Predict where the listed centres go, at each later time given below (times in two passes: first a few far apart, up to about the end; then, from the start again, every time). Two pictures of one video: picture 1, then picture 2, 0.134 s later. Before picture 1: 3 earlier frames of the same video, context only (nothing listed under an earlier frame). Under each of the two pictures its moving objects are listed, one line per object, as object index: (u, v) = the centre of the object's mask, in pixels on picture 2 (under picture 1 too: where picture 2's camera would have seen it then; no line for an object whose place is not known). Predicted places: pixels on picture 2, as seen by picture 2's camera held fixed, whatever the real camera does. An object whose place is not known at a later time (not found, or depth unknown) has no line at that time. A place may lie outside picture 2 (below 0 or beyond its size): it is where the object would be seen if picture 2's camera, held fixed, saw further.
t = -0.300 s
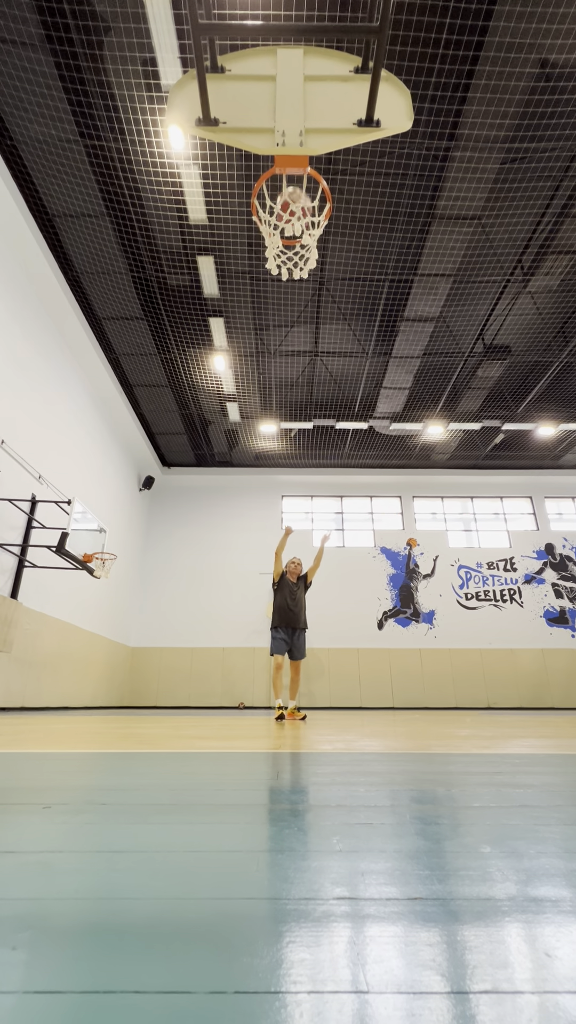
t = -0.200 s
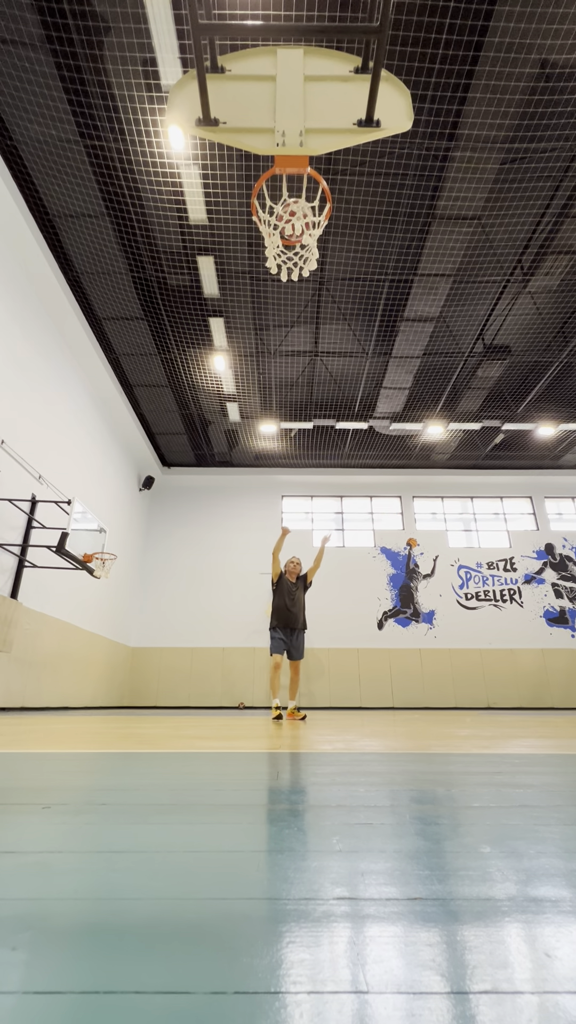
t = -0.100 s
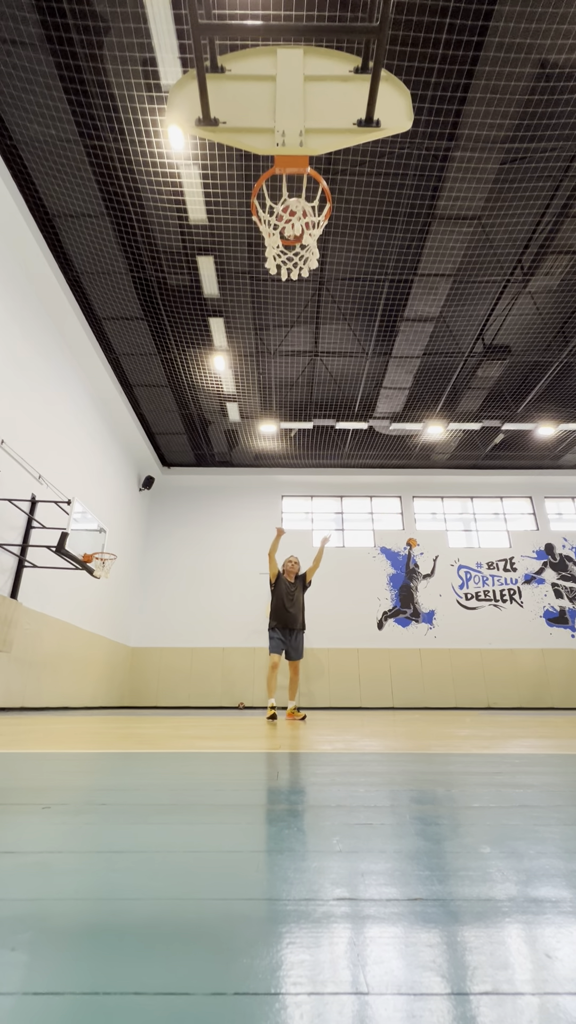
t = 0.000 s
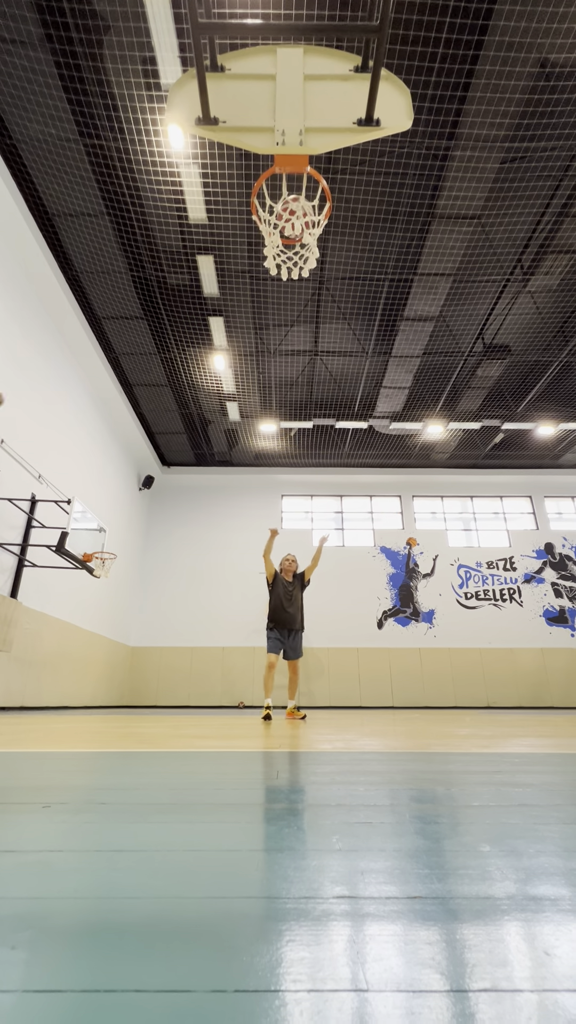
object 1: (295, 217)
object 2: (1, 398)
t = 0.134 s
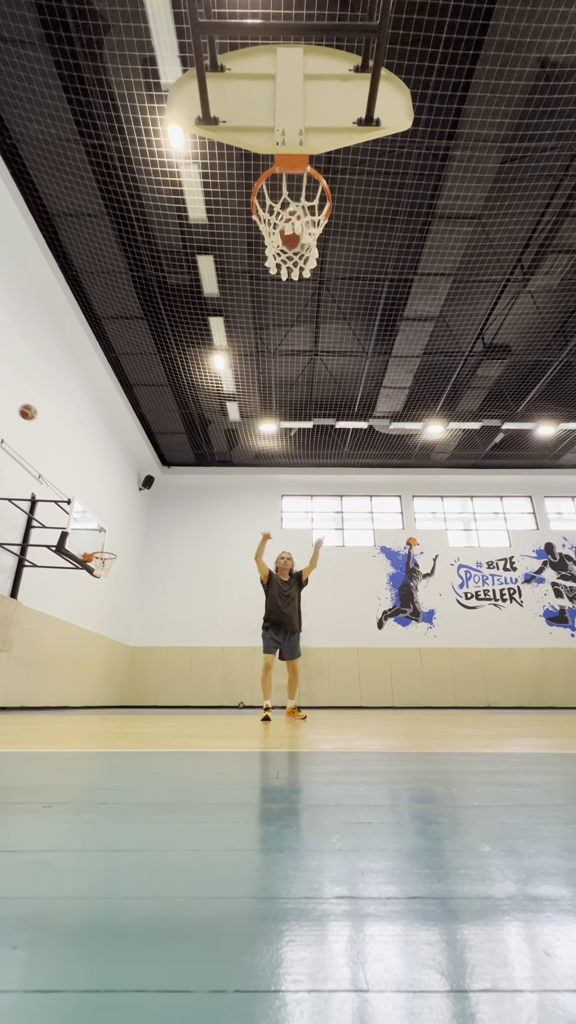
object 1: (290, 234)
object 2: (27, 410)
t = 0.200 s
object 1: (292, 249)
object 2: (41, 420)
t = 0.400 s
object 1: (293, 323)
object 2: (71, 457)
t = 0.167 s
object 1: (289, 244)
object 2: (34, 415)
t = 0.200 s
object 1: (292, 249)
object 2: (41, 420)
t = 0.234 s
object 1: (290, 253)
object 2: (47, 425)
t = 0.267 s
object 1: (294, 262)
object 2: (53, 431)
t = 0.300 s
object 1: (294, 275)
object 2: (58, 437)
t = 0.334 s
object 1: (294, 289)
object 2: (62, 444)
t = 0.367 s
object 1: (293, 305)
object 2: (67, 450)
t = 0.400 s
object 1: (293, 323)
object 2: (71, 457)
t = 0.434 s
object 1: (292, 344)
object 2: (76, 464)
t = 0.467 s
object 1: (292, 367)
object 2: (79, 471)
